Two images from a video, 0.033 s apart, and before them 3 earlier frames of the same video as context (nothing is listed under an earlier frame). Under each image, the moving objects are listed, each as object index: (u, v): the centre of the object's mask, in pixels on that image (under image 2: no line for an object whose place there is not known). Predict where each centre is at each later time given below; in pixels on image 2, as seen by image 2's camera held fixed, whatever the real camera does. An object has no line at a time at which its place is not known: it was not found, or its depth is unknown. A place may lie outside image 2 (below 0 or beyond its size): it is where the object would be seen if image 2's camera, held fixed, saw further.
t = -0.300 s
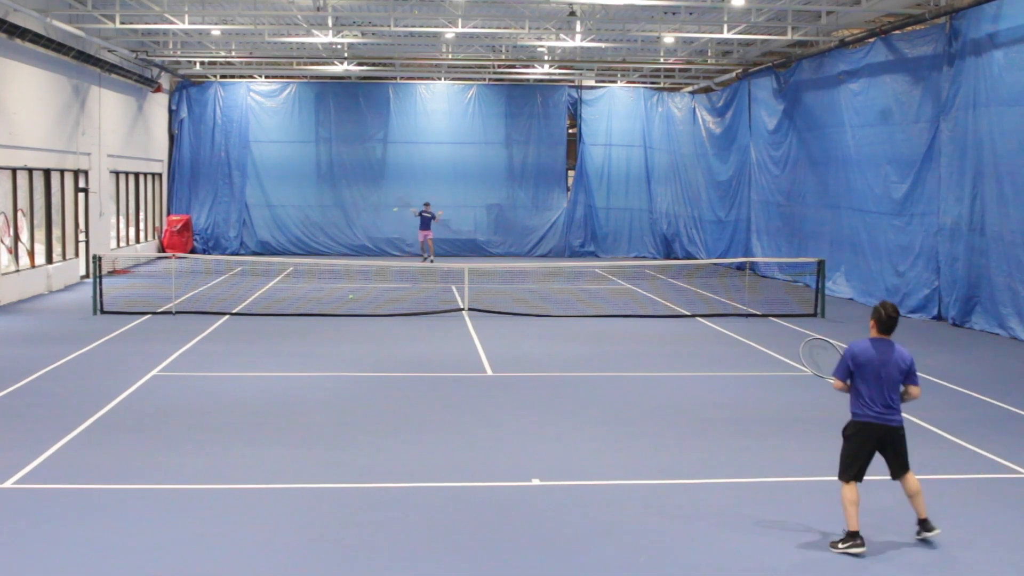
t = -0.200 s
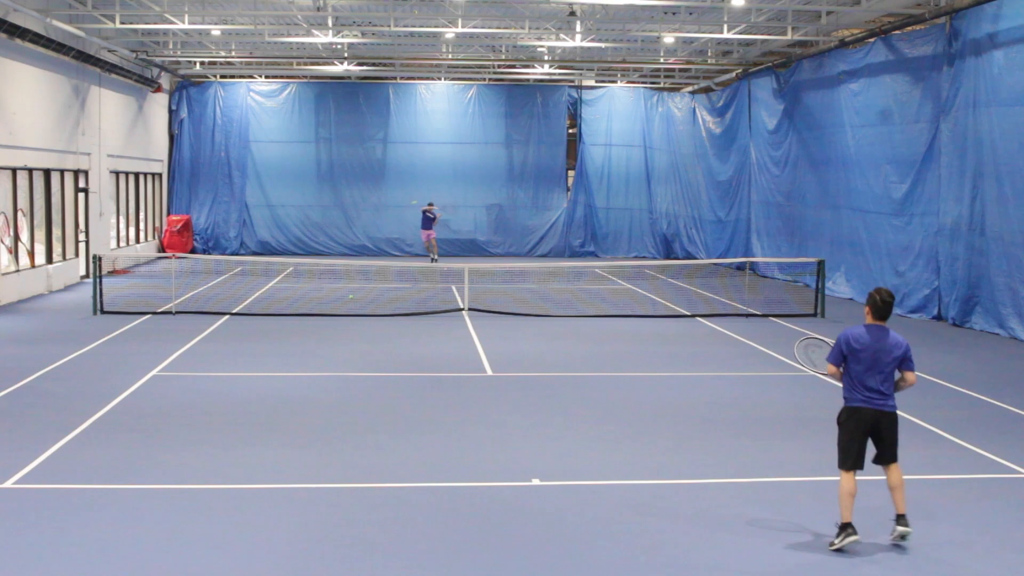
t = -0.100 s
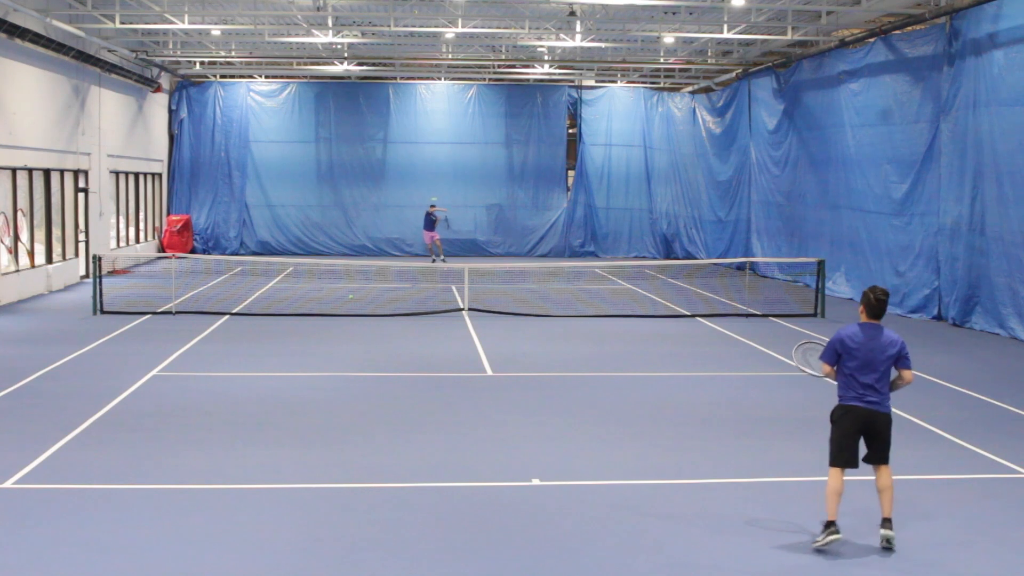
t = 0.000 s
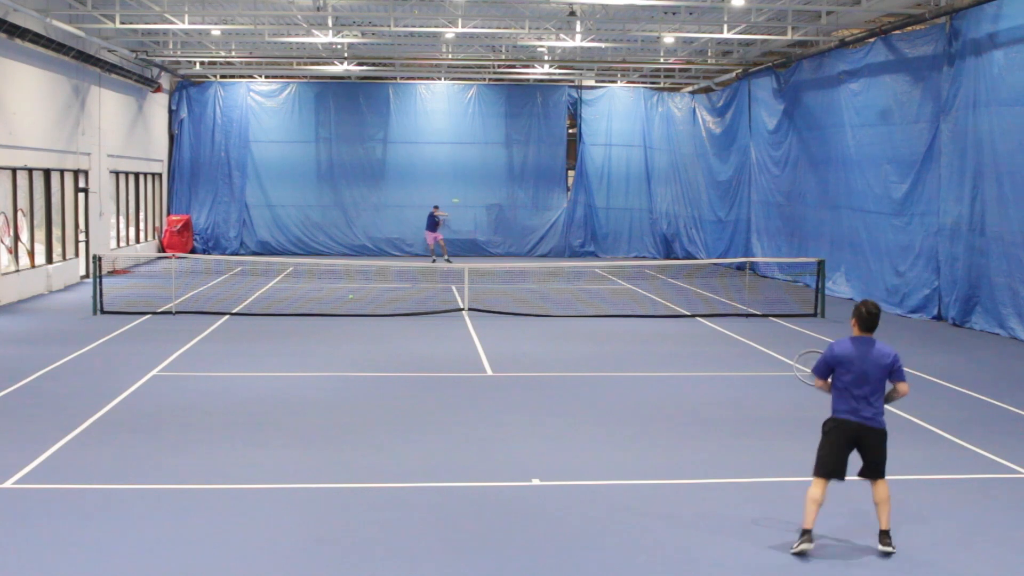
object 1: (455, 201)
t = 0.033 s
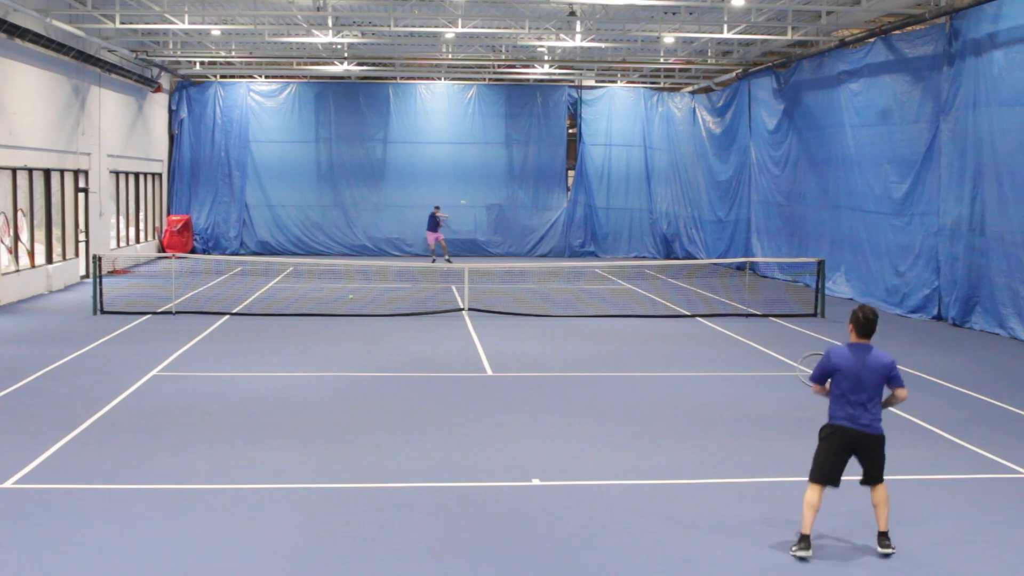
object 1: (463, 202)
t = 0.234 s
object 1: (513, 228)
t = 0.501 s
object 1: (601, 323)
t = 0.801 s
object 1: (708, 329)
